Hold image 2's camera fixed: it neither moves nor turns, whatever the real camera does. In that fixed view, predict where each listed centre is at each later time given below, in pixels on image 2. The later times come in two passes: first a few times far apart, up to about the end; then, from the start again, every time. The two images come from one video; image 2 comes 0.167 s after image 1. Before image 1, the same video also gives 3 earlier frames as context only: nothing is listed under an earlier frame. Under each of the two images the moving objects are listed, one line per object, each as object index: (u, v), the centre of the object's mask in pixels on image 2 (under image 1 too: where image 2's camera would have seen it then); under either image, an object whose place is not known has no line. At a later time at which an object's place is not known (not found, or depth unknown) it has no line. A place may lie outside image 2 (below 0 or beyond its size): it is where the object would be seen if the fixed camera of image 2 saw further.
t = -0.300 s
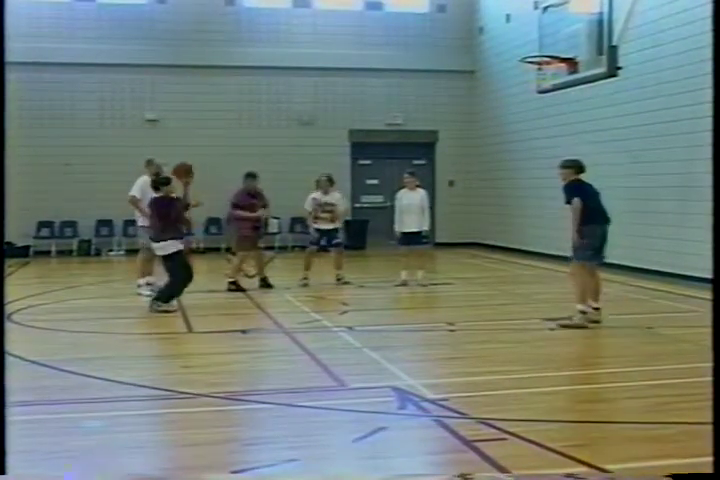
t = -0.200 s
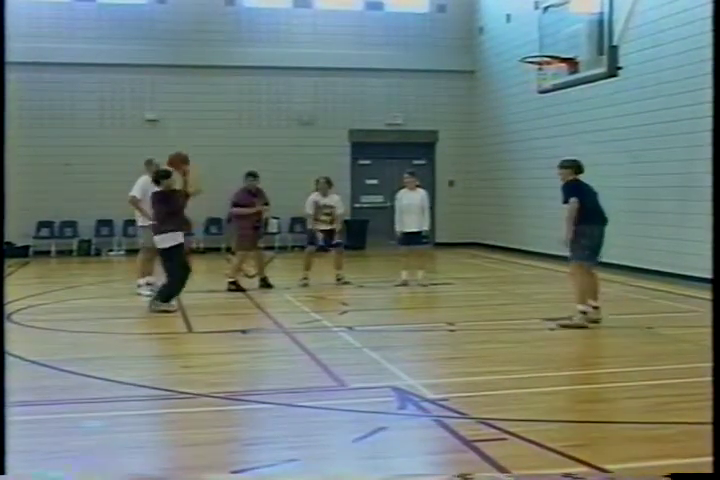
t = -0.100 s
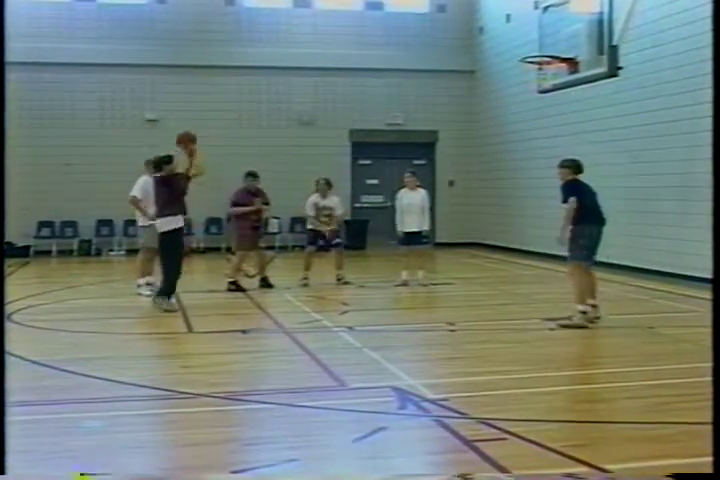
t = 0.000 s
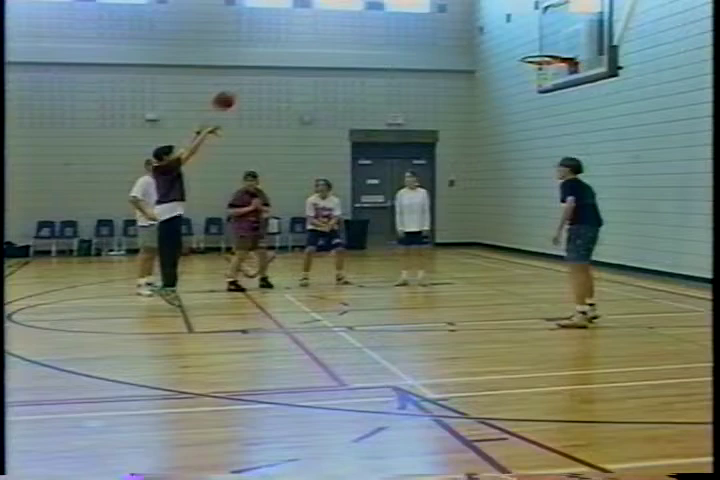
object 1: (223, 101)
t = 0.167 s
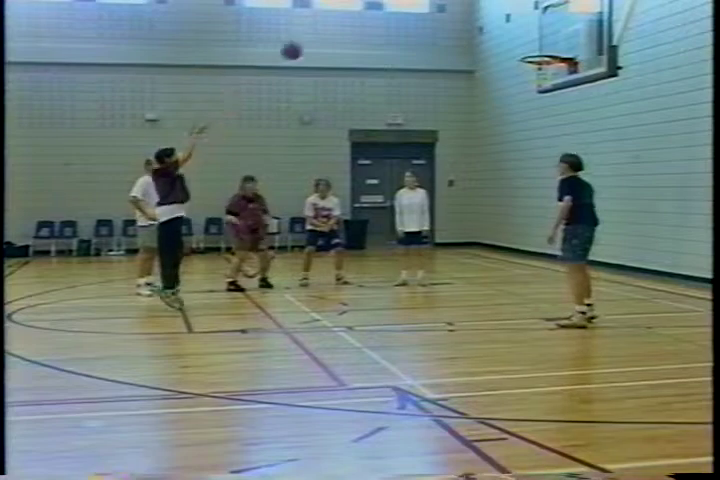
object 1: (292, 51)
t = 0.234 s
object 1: (318, 38)
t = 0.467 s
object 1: (405, 22)
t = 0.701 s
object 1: (488, 48)
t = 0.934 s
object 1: (502, 117)
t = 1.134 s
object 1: (491, 206)
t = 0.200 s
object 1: (305, 44)
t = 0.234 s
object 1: (318, 38)
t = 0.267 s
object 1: (330, 33)
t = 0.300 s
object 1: (343, 29)
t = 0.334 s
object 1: (356, 26)
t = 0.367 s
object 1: (368, 24)
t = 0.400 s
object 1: (381, 22)
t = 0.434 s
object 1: (393, 22)
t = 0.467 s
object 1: (405, 22)
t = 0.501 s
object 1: (417, 24)
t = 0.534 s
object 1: (430, 25)
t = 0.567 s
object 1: (442, 28)
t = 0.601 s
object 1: (453, 33)
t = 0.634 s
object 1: (464, 38)
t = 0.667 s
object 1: (476, 42)
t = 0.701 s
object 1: (488, 48)
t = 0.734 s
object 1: (499, 55)
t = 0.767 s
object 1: (510, 63)
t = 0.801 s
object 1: (510, 72)
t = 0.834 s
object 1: (508, 82)
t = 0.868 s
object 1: (506, 93)
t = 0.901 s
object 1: (504, 105)
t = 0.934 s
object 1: (502, 117)
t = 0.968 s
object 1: (501, 130)
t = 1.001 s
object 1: (498, 144)
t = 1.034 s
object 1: (497, 159)
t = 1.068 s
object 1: (495, 173)
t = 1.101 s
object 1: (493, 189)
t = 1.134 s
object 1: (491, 206)
